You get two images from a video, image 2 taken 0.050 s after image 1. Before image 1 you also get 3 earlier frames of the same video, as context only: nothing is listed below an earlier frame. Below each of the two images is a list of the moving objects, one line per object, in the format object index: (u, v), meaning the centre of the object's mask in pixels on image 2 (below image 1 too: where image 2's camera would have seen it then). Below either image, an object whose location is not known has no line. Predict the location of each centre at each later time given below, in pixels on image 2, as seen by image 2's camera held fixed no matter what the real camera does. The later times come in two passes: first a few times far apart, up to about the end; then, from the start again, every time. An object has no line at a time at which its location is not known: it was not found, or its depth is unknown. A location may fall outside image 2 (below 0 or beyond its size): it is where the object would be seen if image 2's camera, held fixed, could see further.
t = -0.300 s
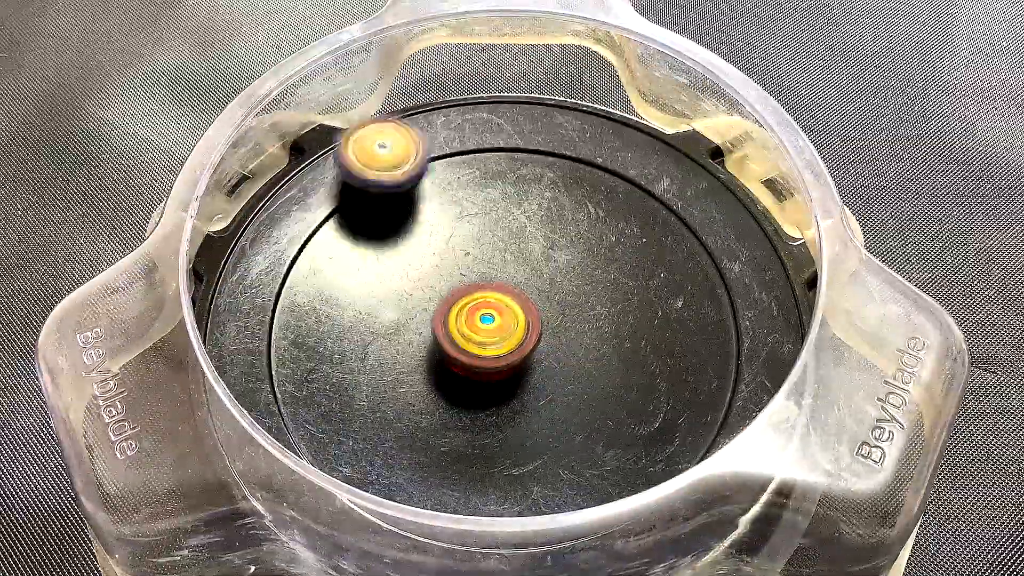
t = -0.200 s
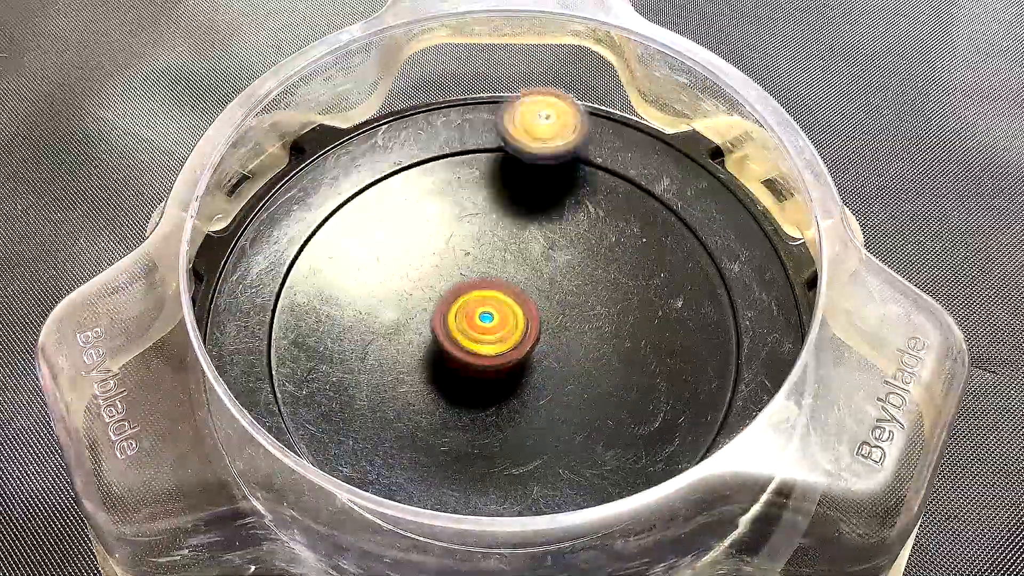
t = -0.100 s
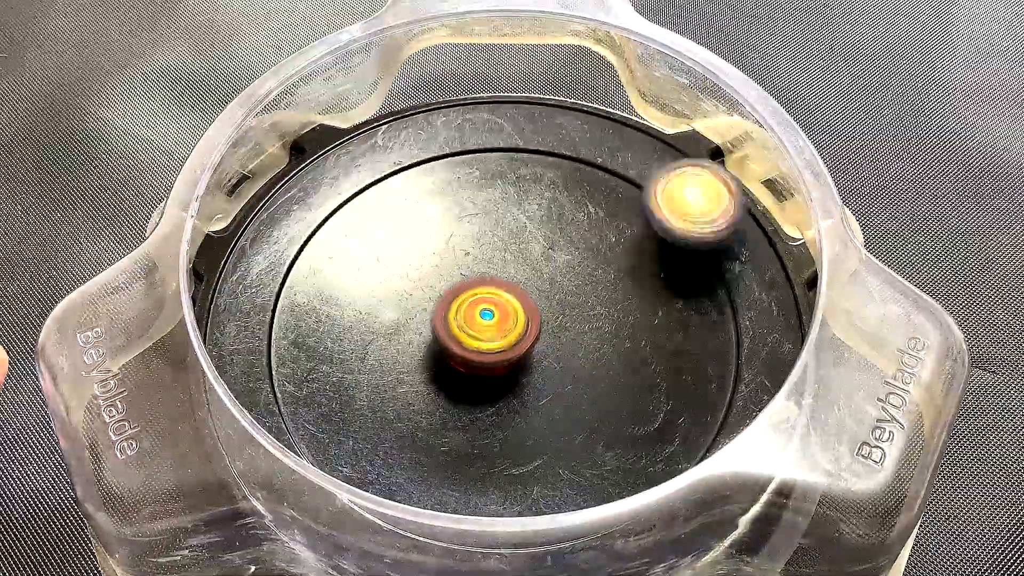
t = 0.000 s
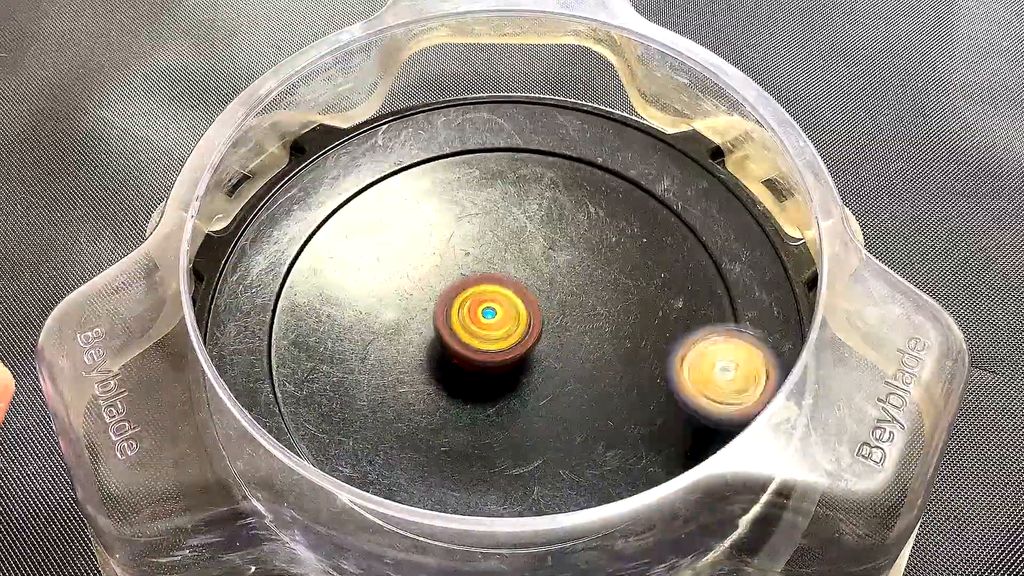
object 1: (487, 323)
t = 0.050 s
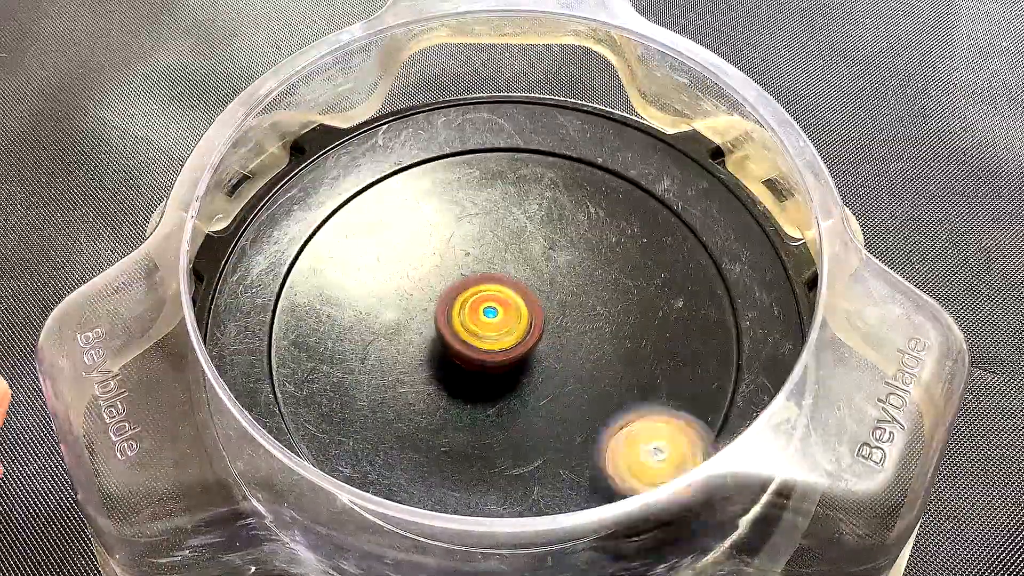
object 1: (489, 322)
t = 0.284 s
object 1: (495, 323)
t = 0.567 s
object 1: (497, 327)
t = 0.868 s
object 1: (509, 332)
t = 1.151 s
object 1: (531, 334)
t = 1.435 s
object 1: (542, 326)
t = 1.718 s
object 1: (537, 325)
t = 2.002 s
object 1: (525, 336)
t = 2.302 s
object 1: (514, 348)
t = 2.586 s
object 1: (507, 344)
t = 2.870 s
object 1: (502, 339)
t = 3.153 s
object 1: (492, 336)
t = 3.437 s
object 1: (491, 329)
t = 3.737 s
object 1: (496, 330)
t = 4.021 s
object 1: (501, 334)
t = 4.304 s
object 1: (515, 334)
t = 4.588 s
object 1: (534, 333)
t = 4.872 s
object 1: (536, 332)
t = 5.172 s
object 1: (521, 336)
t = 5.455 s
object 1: (511, 341)
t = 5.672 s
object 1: (505, 342)
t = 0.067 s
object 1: (489, 322)
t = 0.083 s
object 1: (490, 322)
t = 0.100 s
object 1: (490, 322)
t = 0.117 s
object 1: (491, 322)
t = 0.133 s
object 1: (492, 321)
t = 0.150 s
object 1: (492, 321)
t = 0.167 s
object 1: (492, 321)
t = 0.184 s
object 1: (493, 321)
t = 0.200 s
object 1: (493, 322)
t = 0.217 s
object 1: (494, 321)
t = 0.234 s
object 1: (494, 322)
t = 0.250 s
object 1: (495, 322)
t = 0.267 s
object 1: (495, 323)
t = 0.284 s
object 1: (495, 323)
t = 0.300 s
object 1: (495, 323)
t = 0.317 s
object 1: (495, 323)
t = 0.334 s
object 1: (496, 324)
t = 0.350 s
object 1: (496, 324)
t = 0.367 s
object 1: (496, 325)
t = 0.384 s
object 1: (496, 325)
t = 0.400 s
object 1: (496, 325)
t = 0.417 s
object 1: (496, 326)
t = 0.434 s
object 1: (496, 325)
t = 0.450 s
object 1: (496, 325)
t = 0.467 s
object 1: (497, 325)
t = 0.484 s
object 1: (497, 326)
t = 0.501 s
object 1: (497, 326)
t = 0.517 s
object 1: (497, 326)
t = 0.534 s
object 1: (497, 327)
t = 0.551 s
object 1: (497, 327)
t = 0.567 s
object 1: (497, 327)
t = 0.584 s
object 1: (497, 327)
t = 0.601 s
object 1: (498, 328)
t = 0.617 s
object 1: (498, 328)
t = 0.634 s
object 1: (498, 328)
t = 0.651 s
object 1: (499, 329)
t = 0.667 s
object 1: (499, 329)
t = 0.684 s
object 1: (500, 329)
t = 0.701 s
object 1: (500, 329)
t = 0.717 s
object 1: (500, 330)
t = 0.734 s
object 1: (501, 329)
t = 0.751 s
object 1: (501, 330)
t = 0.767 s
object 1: (502, 330)
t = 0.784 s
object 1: (503, 330)
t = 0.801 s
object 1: (504, 330)
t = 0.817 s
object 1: (505, 331)
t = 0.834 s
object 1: (506, 330)
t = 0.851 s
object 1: (506, 331)
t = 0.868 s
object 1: (509, 332)
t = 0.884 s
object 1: (509, 332)
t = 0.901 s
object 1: (510, 332)
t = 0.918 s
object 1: (511, 333)
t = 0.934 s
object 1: (513, 333)
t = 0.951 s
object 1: (514, 334)
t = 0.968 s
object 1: (516, 334)
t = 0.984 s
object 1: (517, 335)
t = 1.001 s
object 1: (519, 335)
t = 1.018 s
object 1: (520, 335)
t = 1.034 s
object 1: (521, 335)
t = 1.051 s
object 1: (522, 335)
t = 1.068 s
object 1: (524, 335)
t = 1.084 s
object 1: (525, 335)
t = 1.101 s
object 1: (527, 335)
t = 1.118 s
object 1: (528, 335)
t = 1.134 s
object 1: (530, 334)
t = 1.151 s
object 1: (531, 334)
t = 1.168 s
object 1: (532, 333)
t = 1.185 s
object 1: (533, 333)
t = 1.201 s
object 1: (534, 333)
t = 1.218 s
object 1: (535, 332)
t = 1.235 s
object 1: (537, 331)
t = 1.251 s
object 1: (537, 331)
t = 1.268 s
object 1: (538, 331)
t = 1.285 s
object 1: (539, 331)
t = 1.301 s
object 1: (540, 330)
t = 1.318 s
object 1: (541, 329)
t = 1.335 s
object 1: (541, 329)
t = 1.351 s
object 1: (541, 328)
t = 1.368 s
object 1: (541, 328)
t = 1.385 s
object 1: (542, 327)
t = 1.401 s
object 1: (542, 327)
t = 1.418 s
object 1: (542, 327)
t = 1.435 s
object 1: (542, 326)
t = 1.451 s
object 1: (542, 326)
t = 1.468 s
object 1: (542, 326)
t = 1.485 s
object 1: (542, 326)
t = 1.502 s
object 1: (542, 326)
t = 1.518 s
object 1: (542, 326)
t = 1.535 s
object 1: (542, 325)
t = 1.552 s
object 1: (542, 325)
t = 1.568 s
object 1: (542, 326)
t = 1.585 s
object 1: (541, 325)
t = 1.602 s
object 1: (541, 324)
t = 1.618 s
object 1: (540, 324)
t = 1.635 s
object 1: (539, 324)
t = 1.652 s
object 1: (539, 324)
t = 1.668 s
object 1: (538, 324)
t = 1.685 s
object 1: (537, 324)
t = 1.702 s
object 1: (537, 324)
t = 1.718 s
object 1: (537, 325)
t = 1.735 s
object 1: (536, 325)
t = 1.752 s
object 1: (535, 325)
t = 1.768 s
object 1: (535, 325)
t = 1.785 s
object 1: (534, 325)
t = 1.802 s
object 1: (533, 325)
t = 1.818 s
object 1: (532, 326)
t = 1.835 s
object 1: (532, 326)
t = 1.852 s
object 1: (531, 327)
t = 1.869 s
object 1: (530, 327)
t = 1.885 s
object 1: (530, 328)
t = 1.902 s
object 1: (529, 329)
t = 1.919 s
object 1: (529, 331)
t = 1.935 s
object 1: (528, 332)
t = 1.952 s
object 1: (527, 332)
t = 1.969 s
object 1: (527, 334)
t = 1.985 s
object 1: (526, 335)
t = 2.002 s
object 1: (525, 336)
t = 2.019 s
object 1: (525, 336)
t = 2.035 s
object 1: (525, 337)
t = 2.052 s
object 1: (524, 337)
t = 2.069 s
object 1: (523, 338)
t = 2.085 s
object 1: (523, 339)
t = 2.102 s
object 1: (522, 341)
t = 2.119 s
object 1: (522, 341)
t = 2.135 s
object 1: (520, 342)
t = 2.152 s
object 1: (520, 343)
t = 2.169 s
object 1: (519, 343)
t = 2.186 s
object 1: (518, 344)
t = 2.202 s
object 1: (518, 344)
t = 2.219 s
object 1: (517, 345)
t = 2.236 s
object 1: (516, 345)
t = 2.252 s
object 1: (515, 346)
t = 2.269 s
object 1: (515, 347)
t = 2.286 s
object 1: (515, 347)
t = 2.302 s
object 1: (514, 348)
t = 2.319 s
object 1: (514, 347)
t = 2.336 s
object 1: (513, 347)
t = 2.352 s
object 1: (512, 347)
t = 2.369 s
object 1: (511, 347)
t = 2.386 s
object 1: (511, 347)
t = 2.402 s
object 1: (511, 347)
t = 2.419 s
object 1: (510, 347)
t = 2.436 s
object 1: (510, 347)
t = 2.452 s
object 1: (509, 346)
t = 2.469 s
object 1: (509, 346)
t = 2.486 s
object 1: (509, 346)
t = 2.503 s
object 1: (508, 345)
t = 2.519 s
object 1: (508, 345)
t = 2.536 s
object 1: (507, 345)
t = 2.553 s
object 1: (507, 344)
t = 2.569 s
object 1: (507, 344)
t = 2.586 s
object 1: (507, 344)
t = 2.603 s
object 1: (506, 343)
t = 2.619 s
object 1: (506, 343)
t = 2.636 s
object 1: (506, 343)
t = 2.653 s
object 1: (506, 342)
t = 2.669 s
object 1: (505, 341)
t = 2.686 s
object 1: (505, 341)
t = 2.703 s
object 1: (505, 340)
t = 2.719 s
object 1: (505, 340)
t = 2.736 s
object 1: (505, 340)
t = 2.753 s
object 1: (505, 340)
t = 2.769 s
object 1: (504, 340)
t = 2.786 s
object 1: (504, 340)
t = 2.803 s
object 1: (504, 340)
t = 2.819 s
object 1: (504, 340)
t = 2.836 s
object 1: (503, 340)
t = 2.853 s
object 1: (503, 339)
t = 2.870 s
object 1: (502, 339)
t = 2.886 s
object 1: (501, 339)
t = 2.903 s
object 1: (501, 339)
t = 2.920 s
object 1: (500, 339)
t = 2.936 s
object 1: (500, 339)
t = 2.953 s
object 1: (499, 339)
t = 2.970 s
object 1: (498, 339)
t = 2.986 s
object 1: (497, 338)
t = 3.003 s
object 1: (497, 338)
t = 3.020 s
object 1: (496, 337)
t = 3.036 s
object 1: (496, 338)
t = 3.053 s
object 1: (495, 338)
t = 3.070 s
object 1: (495, 338)
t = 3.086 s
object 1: (494, 338)
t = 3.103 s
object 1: (494, 337)
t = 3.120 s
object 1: (493, 337)
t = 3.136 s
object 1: (493, 336)
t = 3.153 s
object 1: (492, 336)
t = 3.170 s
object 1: (492, 336)
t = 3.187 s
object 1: (492, 335)
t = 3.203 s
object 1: (491, 335)
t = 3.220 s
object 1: (492, 334)
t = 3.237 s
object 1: (492, 333)
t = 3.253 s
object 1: (491, 333)
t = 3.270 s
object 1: (491, 333)
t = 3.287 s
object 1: (490, 333)
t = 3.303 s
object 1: (490, 332)
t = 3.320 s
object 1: (490, 332)
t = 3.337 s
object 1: (491, 332)
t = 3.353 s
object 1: (491, 331)
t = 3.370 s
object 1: (490, 331)
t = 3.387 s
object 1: (490, 330)
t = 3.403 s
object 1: (490, 330)
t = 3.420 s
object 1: (490, 330)
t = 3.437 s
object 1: (491, 329)
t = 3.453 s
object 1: (491, 330)
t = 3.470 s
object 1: (492, 329)
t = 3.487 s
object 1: (492, 329)
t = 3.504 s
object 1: (492, 328)
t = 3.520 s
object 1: (492, 329)
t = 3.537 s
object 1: (493, 328)
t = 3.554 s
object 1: (493, 329)
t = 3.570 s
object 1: (494, 328)
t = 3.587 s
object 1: (494, 328)
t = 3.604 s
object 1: (494, 329)
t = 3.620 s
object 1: (494, 329)
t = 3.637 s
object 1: (495, 329)
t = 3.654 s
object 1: (494, 329)
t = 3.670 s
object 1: (495, 329)
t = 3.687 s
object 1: (495, 330)
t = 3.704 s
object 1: (496, 330)
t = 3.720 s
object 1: (496, 330)
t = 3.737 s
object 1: (496, 330)
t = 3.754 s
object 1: (495, 331)
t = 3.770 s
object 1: (496, 331)
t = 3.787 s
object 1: (496, 330)
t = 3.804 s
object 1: (496, 331)
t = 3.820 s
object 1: (496, 331)
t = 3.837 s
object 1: (496, 330)
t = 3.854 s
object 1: (496, 330)
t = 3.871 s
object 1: (497, 331)
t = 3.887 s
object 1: (497, 331)
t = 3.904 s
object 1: (497, 331)
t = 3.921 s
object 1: (497, 332)
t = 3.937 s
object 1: (498, 332)
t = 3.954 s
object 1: (498, 332)
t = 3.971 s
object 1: (499, 333)
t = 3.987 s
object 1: (500, 333)
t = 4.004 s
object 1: (500, 333)
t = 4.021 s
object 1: (501, 334)
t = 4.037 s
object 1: (501, 334)
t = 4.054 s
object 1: (502, 333)
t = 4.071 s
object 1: (502, 334)
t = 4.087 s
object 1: (503, 334)
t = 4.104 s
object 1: (504, 334)
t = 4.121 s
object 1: (504, 334)
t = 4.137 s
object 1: (505, 334)
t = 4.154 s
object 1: (506, 334)
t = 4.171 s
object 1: (507, 334)
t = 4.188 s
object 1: (508, 335)
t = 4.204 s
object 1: (509, 335)
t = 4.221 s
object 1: (510, 335)
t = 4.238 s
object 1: (511, 335)
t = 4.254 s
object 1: (512, 335)
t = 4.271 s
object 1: (513, 335)
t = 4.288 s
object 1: (514, 335)
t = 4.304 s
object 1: (515, 334)
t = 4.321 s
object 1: (516, 334)
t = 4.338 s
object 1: (517, 335)
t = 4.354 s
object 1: (519, 335)
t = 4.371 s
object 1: (520, 335)
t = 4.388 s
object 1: (521, 335)
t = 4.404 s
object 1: (522, 335)
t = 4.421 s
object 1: (524, 335)
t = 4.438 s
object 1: (525, 335)
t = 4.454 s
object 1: (526, 335)
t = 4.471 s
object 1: (527, 335)
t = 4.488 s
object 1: (528, 334)
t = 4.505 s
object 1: (530, 334)
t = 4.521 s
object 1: (531, 334)
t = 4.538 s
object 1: (532, 334)
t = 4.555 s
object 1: (532, 334)
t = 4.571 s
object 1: (533, 334)
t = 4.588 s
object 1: (534, 333)
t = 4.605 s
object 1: (535, 333)
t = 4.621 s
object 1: (536, 333)
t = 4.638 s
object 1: (536, 332)
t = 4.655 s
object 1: (536, 332)
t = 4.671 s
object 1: (538, 332)
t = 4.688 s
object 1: (538, 332)
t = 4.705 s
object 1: (538, 332)
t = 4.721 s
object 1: (538, 332)
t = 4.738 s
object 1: (538, 331)
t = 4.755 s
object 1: (538, 331)
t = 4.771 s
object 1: (538, 332)
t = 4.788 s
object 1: (538, 332)
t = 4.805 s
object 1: (538, 331)
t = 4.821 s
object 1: (538, 331)
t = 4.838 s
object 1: (538, 331)
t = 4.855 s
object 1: (537, 332)
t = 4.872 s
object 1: (536, 332)
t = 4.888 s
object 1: (536, 331)
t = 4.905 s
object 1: (536, 332)
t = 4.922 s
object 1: (535, 332)
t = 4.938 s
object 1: (534, 333)
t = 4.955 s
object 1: (534, 332)
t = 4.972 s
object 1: (532, 332)
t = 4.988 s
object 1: (531, 333)
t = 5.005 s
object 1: (531, 333)
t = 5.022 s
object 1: (530, 332)
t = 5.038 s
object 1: (529, 333)
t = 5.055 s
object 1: (527, 333)
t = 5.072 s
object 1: (527, 333)
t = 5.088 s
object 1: (526, 334)
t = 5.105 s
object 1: (525, 334)
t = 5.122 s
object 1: (524, 335)
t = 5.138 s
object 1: (523, 335)
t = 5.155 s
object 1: (522, 336)
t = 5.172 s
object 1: (521, 336)
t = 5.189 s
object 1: (520, 337)
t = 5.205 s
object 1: (519, 338)
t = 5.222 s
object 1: (519, 338)
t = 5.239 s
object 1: (518, 338)
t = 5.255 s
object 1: (518, 339)
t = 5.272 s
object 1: (517, 339)
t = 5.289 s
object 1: (516, 340)
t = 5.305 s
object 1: (515, 340)
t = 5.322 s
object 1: (515, 341)
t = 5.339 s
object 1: (515, 341)
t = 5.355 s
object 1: (515, 341)
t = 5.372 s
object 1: (514, 341)
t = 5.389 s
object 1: (513, 341)
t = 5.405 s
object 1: (513, 341)
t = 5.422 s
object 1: (512, 341)
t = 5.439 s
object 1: (511, 342)
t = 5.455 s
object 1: (511, 341)
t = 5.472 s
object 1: (510, 342)
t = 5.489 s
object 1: (509, 342)
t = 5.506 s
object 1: (508, 342)
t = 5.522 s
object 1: (508, 342)
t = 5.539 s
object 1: (508, 342)
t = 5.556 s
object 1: (507, 342)
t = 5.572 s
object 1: (507, 342)
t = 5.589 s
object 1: (506, 342)
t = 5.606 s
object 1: (506, 342)
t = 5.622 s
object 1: (506, 342)
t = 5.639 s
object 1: (506, 342)
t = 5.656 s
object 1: (506, 341)
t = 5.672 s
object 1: (505, 342)
